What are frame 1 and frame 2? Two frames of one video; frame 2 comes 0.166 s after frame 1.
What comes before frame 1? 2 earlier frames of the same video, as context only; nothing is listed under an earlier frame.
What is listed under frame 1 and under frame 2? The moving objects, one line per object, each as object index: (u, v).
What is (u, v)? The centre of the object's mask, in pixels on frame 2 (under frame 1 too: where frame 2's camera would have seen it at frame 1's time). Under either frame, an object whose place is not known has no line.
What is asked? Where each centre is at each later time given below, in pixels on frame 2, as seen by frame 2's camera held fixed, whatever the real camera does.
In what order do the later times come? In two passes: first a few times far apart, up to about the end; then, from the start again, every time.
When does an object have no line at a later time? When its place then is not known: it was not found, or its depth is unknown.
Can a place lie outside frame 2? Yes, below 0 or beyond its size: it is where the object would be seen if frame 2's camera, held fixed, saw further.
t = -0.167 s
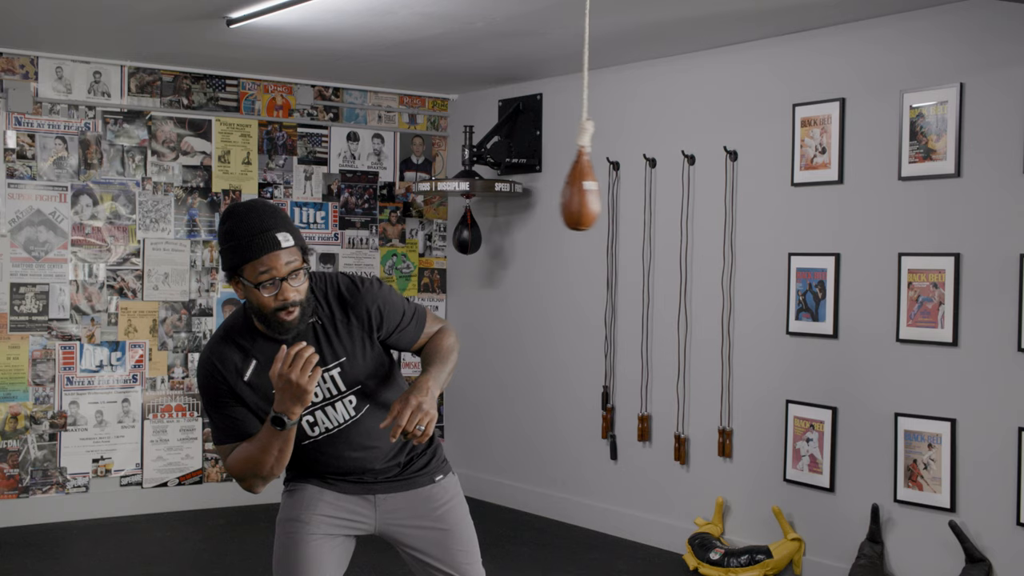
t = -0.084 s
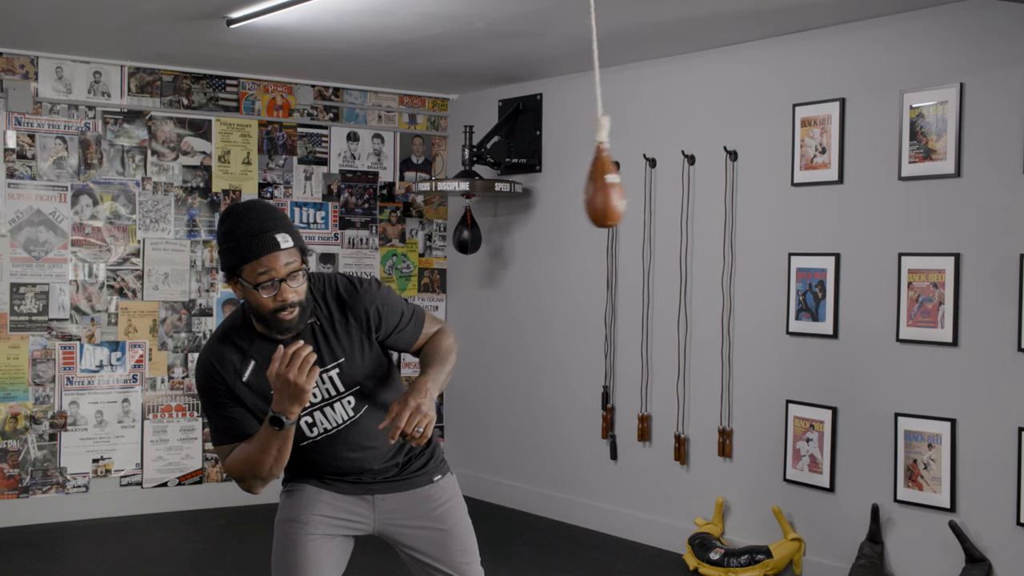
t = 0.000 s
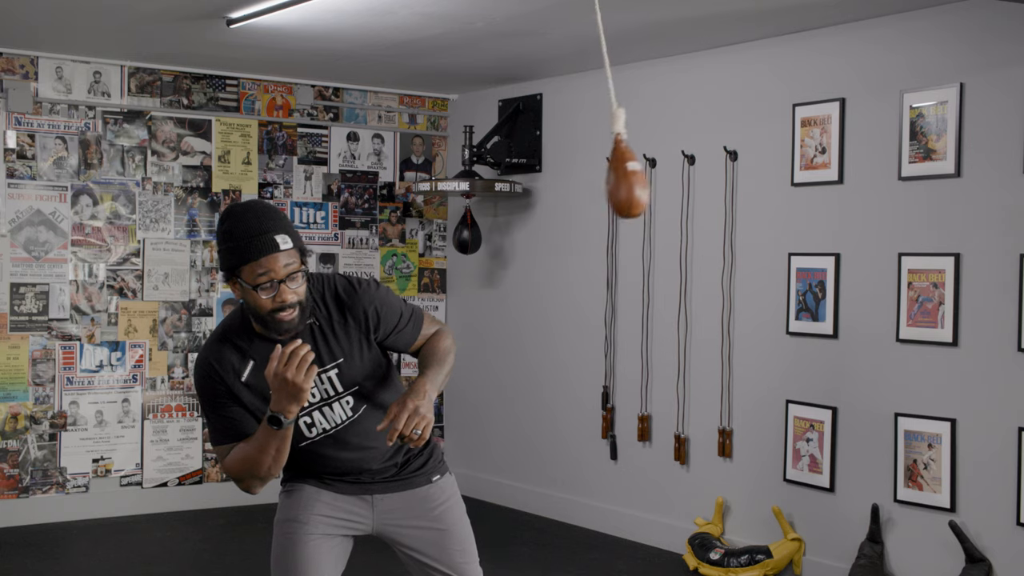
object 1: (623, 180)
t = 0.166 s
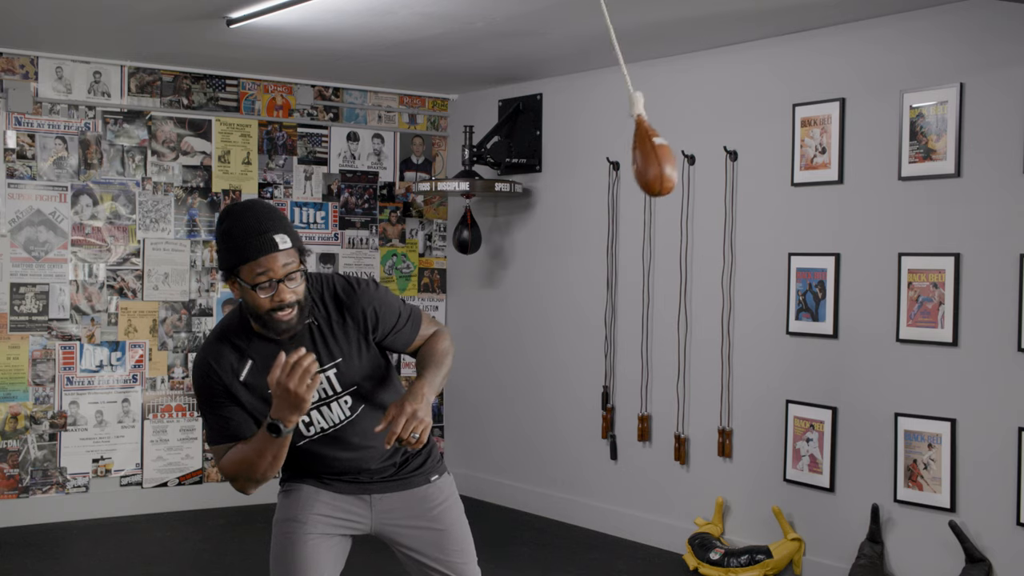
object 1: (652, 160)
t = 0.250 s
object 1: (654, 157)
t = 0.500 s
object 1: (619, 183)
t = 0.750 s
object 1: (554, 191)
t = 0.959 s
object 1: (524, 173)
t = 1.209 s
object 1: (534, 179)
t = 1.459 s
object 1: (590, 193)
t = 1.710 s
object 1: (642, 168)
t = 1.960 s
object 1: (639, 168)
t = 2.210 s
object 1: (584, 193)
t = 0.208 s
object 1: (654, 158)
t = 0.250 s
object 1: (654, 157)
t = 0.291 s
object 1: (653, 158)
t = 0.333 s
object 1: (649, 161)
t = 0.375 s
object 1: (644, 166)
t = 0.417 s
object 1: (638, 171)
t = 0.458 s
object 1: (629, 177)
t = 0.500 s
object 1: (619, 183)
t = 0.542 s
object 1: (607, 187)
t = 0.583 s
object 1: (597, 192)
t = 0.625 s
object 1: (586, 193)
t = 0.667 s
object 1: (574, 194)
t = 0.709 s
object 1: (564, 193)
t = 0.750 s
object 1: (554, 191)
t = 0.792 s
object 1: (546, 187)
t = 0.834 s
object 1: (537, 182)
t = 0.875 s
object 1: (531, 178)
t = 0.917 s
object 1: (527, 175)
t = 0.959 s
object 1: (524, 173)
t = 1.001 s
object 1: (523, 171)
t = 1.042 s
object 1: (522, 171)
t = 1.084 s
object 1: (523, 171)
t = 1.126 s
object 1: (526, 173)
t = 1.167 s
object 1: (530, 175)
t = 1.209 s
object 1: (534, 179)
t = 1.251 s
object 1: (541, 183)
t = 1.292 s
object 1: (549, 188)
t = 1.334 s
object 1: (559, 191)
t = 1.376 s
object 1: (569, 193)
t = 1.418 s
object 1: (579, 194)
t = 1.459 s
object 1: (590, 193)
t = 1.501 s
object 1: (601, 191)
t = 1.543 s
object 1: (611, 187)
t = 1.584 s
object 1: (621, 182)
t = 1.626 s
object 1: (630, 178)
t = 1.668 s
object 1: (637, 173)
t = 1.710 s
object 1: (642, 168)
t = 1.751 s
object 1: (646, 165)
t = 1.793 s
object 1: (648, 162)
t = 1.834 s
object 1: (649, 161)
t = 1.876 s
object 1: (648, 162)
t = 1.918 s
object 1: (645, 165)
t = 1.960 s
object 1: (639, 168)
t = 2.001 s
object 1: (633, 173)
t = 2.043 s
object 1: (624, 178)
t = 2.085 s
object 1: (615, 183)
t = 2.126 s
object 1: (605, 188)
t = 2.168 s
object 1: (594, 191)
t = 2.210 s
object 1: (584, 193)
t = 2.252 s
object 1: (574, 194)
